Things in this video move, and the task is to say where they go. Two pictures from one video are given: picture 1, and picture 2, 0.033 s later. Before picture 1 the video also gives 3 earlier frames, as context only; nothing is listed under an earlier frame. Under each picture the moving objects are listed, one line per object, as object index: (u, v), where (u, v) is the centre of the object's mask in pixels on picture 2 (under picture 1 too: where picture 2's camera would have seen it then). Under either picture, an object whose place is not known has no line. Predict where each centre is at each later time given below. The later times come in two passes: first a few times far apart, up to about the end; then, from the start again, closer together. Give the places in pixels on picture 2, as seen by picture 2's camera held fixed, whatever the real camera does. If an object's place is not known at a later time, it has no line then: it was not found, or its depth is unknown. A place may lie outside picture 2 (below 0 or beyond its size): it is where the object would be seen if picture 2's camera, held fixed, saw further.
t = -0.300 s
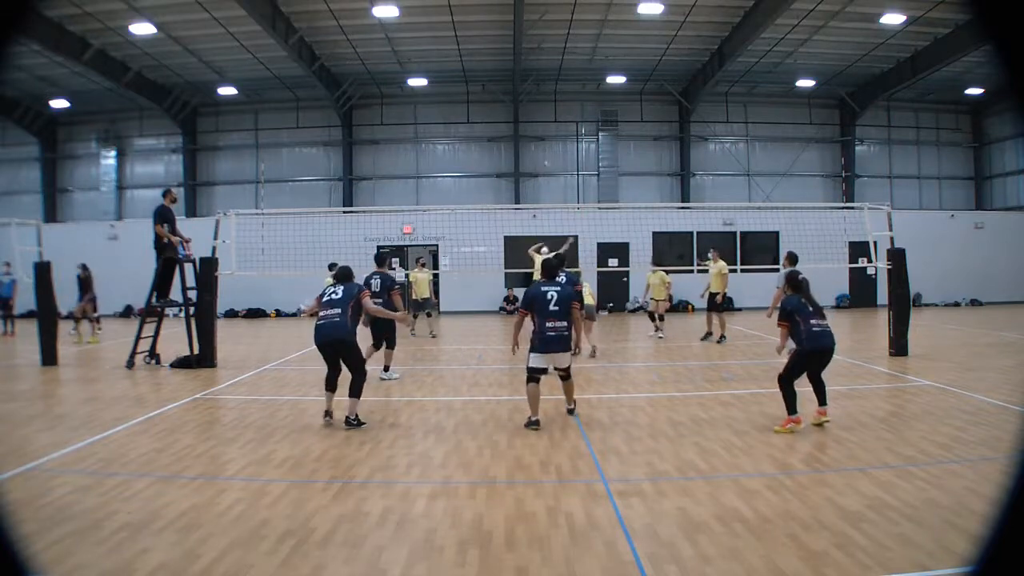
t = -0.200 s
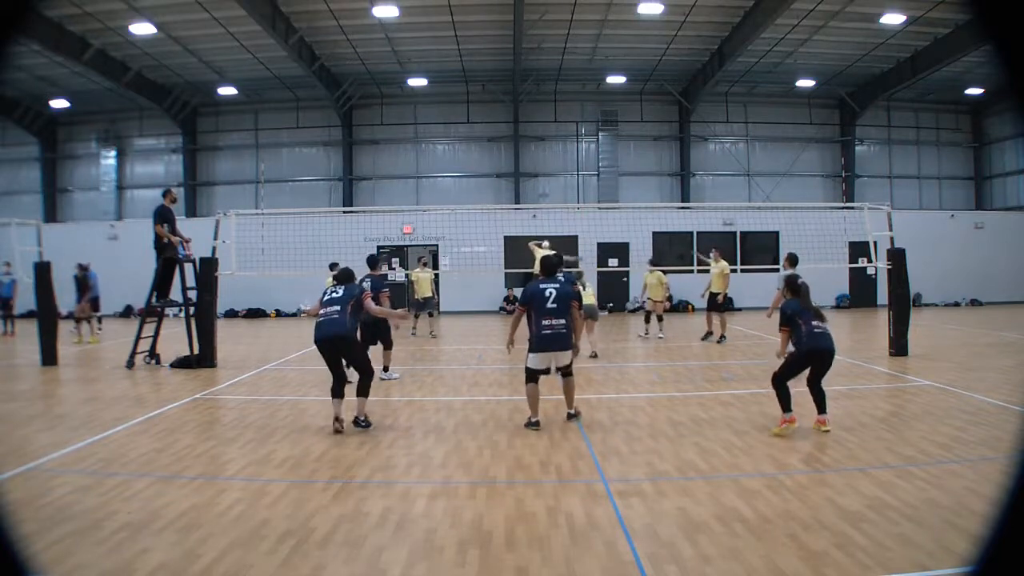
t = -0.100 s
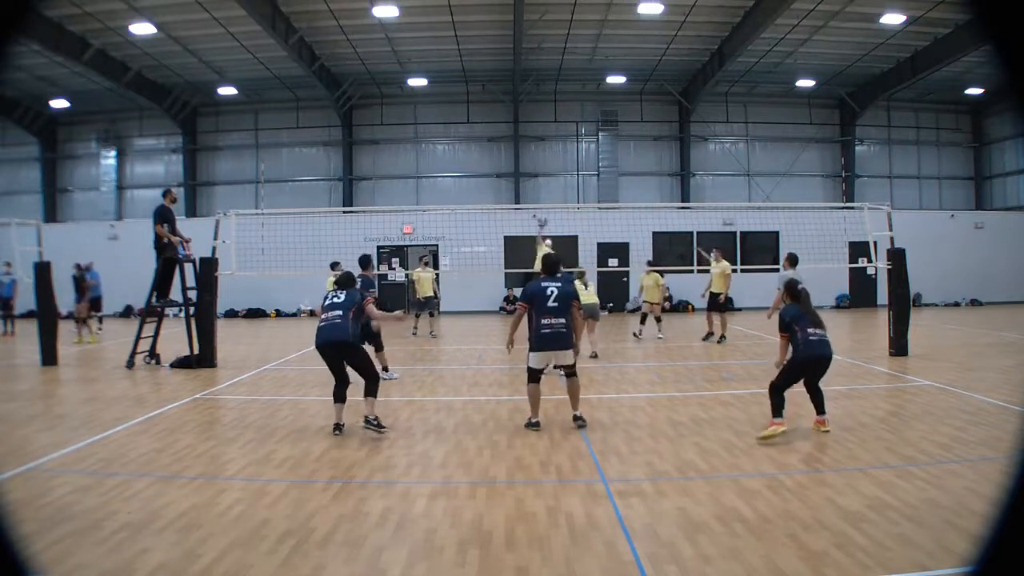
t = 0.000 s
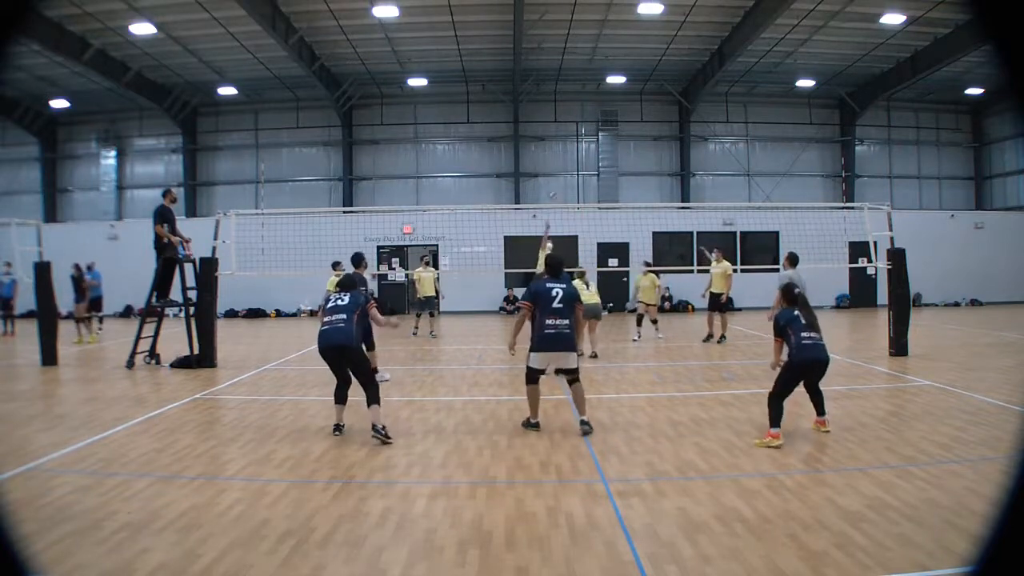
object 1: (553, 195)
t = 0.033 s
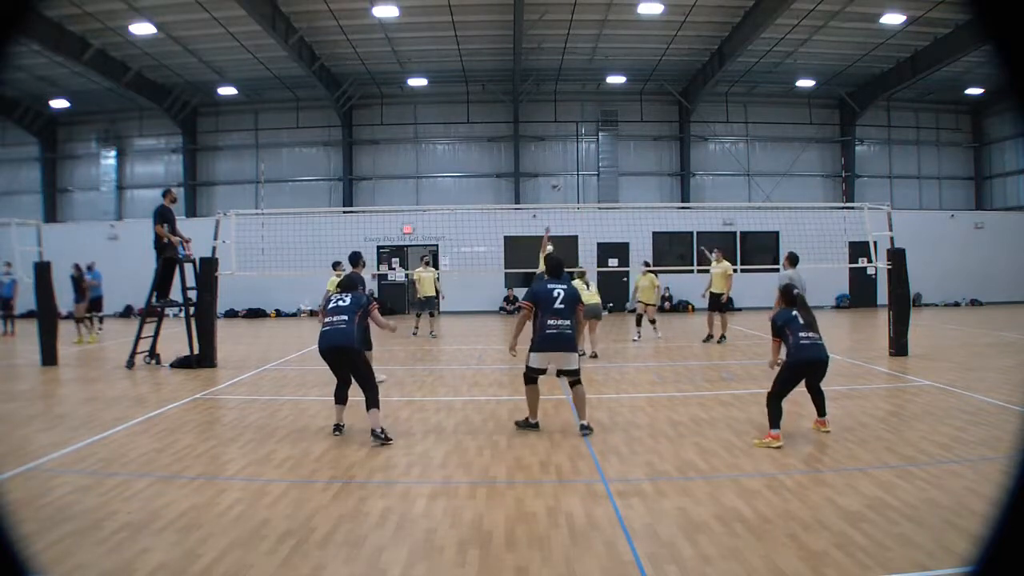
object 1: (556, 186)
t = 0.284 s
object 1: (594, 126)
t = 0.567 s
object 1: (659, 89)
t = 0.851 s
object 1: (790, 126)
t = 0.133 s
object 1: (569, 160)
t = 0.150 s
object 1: (573, 156)
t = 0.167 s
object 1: (573, 153)
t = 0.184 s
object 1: (577, 147)
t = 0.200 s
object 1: (579, 143)
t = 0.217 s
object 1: (582, 140)
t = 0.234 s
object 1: (584, 135)
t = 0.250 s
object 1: (588, 131)
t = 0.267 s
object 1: (592, 128)
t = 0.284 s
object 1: (594, 126)
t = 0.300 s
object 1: (597, 123)
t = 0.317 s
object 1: (600, 119)
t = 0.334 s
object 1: (604, 116)
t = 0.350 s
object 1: (606, 114)
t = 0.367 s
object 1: (610, 110)
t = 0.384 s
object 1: (613, 108)
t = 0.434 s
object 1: (624, 100)
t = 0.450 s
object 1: (628, 99)
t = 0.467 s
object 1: (632, 96)
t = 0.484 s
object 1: (636, 94)
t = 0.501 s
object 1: (641, 93)
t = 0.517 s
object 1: (645, 92)
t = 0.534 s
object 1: (649, 91)
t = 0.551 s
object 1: (654, 90)
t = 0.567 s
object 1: (659, 89)
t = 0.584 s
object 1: (664, 88)
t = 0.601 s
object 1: (670, 87)
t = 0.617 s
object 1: (675, 87)
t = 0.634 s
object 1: (681, 88)
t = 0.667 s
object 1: (694, 89)
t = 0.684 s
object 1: (700, 90)
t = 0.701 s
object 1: (708, 91)
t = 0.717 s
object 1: (715, 92)
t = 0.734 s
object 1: (722, 94)
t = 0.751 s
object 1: (730, 97)
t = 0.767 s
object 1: (739, 102)
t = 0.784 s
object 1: (748, 105)
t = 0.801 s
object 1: (756, 109)
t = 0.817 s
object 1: (767, 113)
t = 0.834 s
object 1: (778, 119)
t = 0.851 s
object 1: (790, 126)
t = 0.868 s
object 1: (799, 131)
